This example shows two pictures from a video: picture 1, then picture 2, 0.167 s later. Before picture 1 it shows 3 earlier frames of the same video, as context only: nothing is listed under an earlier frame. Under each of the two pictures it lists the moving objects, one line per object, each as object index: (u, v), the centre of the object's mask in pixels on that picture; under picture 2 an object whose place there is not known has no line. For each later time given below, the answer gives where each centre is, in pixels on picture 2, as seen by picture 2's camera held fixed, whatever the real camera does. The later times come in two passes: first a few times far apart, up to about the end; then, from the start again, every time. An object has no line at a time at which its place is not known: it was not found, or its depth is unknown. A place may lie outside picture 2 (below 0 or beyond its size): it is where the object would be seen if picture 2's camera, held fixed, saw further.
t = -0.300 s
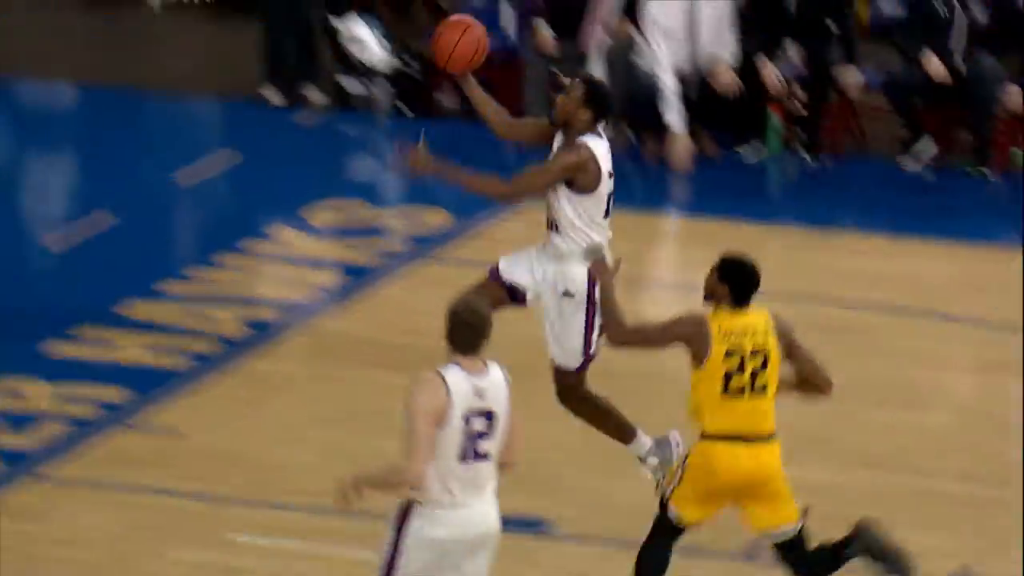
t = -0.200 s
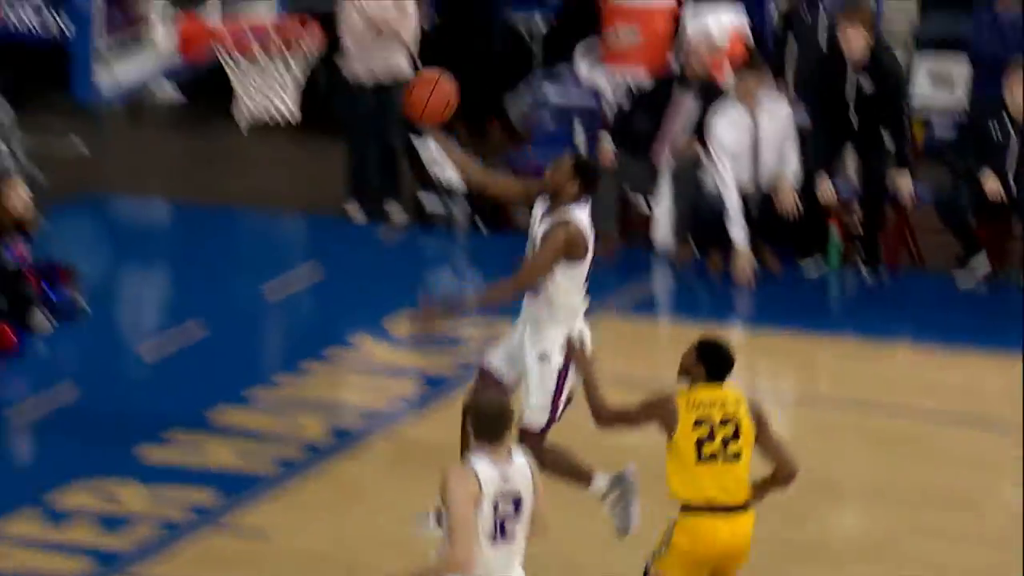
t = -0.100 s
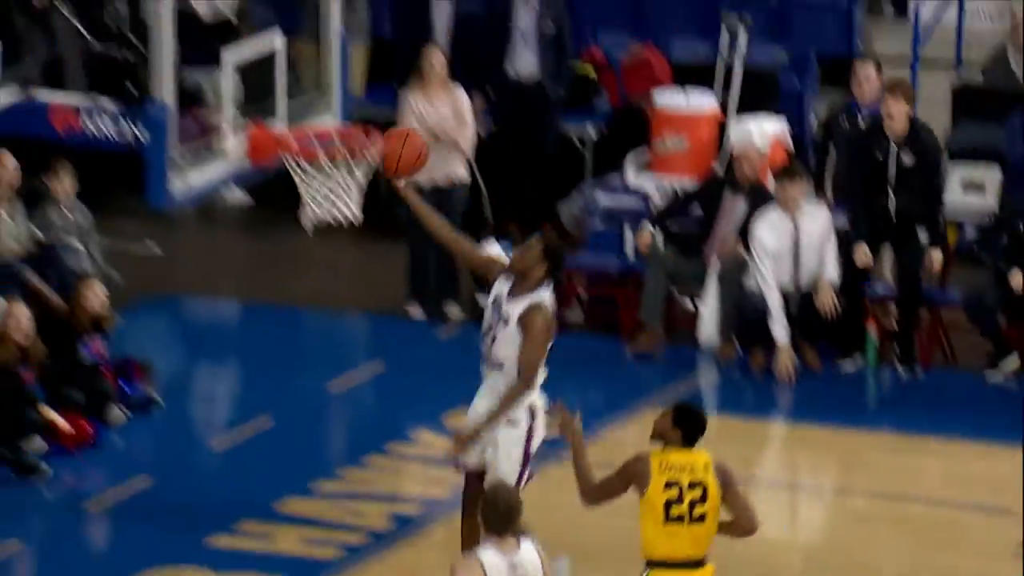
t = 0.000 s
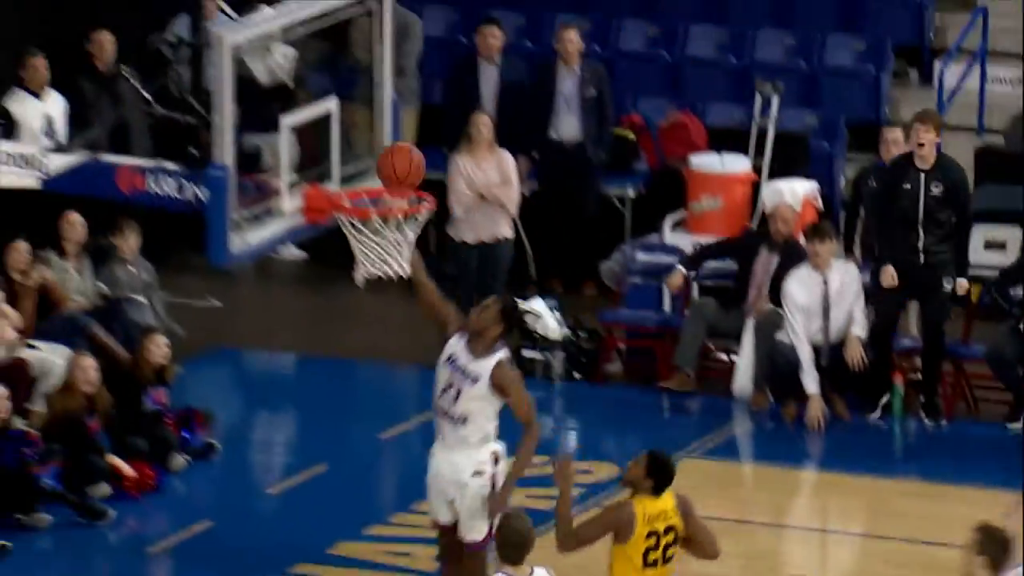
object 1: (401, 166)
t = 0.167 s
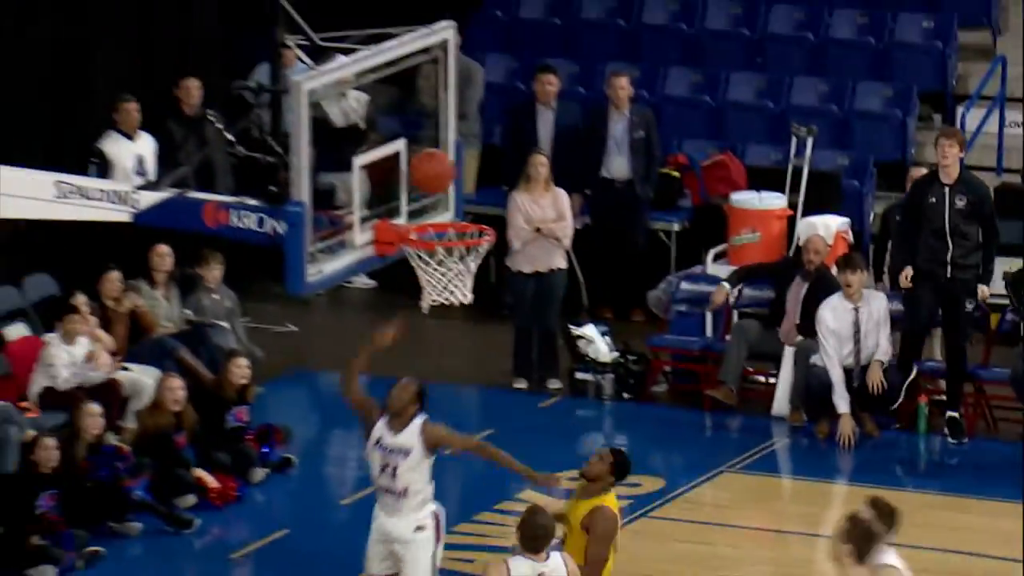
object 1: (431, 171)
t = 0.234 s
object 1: (441, 173)
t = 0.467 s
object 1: (462, 222)
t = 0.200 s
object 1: (437, 171)
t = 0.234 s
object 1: (441, 173)
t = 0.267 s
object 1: (447, 176)
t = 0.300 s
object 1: (454, 182)
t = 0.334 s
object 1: (459, 190)
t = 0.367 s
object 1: (465, 200)
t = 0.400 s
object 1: (470, 212)
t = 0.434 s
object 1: (468, 218)
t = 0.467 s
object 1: (462, 222)
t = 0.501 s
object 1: (458, 227)
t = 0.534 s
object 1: (452, 243)
